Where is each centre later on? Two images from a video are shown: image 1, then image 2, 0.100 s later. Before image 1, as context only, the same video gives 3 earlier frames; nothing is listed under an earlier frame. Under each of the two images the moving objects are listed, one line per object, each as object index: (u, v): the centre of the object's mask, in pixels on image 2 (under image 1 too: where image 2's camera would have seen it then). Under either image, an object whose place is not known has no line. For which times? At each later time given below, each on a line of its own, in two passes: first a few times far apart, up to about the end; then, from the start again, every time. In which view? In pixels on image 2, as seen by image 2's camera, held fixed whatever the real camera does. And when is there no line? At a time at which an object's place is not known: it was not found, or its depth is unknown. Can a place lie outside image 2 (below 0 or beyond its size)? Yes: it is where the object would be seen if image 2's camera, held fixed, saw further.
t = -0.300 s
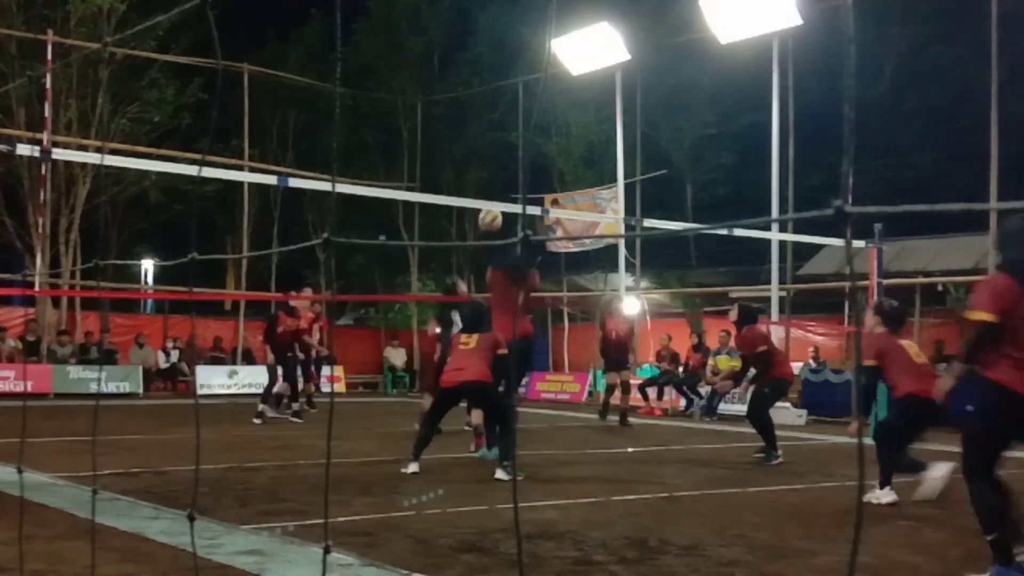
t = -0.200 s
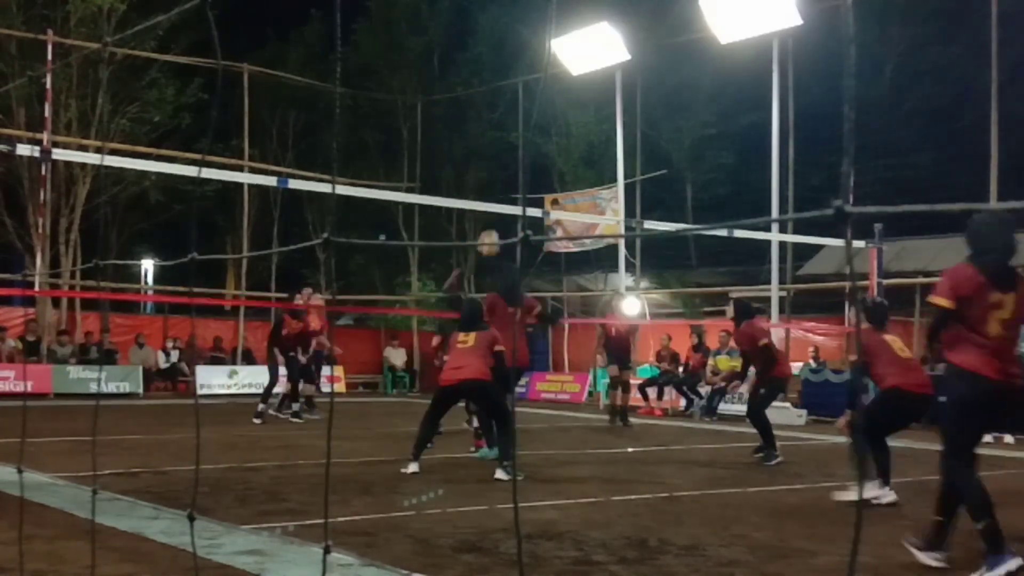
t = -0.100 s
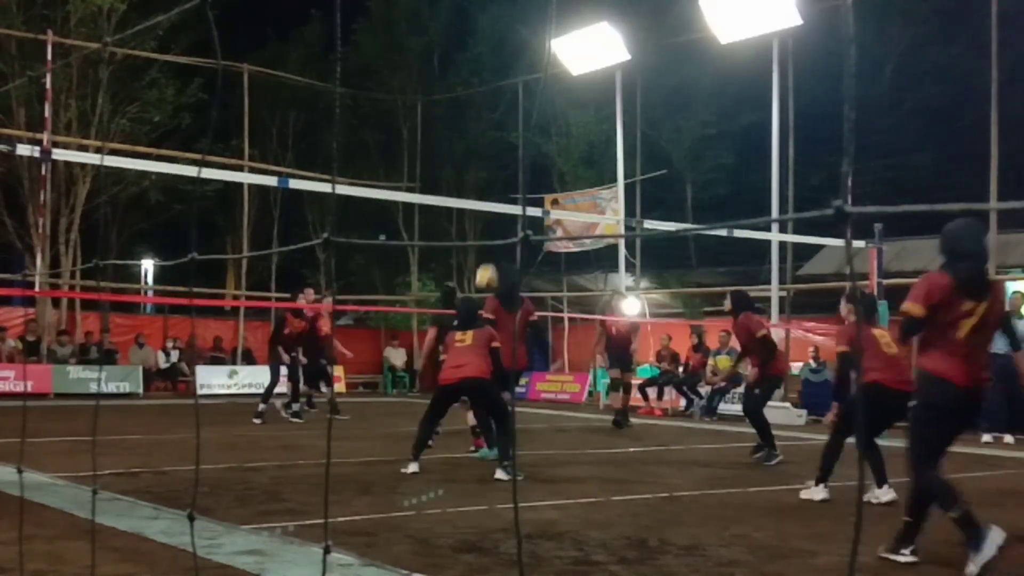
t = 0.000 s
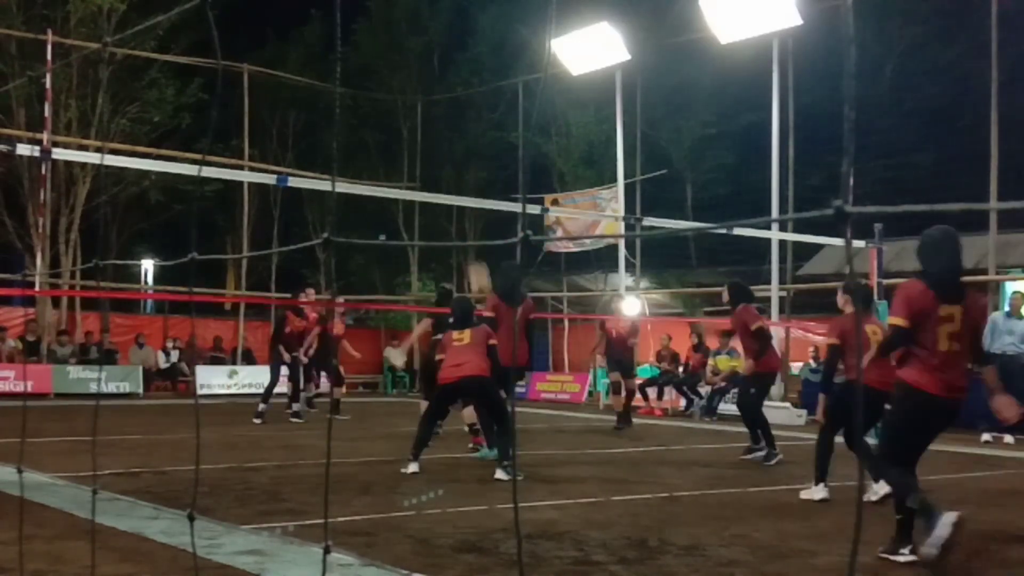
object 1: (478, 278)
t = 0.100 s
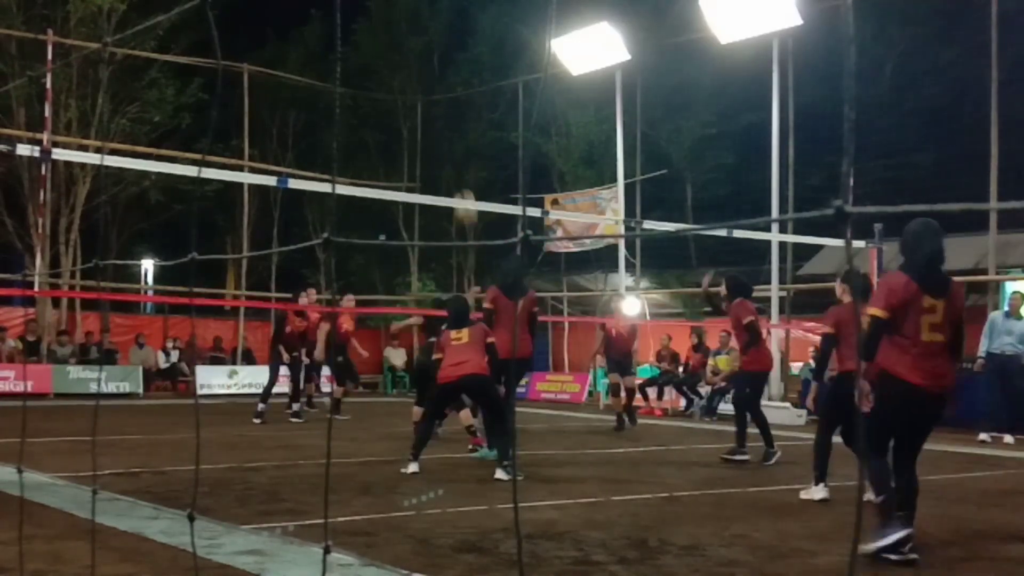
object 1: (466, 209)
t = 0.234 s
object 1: (448, 130)
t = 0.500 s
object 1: (419, 45)
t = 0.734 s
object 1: (396, 30)
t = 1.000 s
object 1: (372, 71)
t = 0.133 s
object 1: (461, 184)
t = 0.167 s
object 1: (456, 166)
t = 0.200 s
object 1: (452, 148)
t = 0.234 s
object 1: (448, 130)
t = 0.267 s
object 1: (444, 114)
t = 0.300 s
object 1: (441, 101)
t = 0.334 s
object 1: (437, 88)
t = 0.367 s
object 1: (433, 78)
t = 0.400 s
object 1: (430, 68)
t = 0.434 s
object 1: (426, 59)
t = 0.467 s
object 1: (423, 51)
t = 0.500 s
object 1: (419, 45)
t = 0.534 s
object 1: (415, 40)
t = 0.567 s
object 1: (412, 36)
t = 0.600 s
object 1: (409, 33)
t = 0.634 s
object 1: (406, 31)
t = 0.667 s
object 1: (402, 29)
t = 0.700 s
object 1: (399, 29)
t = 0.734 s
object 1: (396, 30)
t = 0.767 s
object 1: (393, 32)
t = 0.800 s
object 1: (390, 35)
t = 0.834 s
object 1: (387, 39)
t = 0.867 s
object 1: (384, 43)
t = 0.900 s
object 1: (381, 49)
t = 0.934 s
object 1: (378, 56)
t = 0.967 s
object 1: (375, 63)
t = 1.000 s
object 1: (372, 71)
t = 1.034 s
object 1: (369, 79)
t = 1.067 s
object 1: (367, 88)
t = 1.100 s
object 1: (364, 99)
